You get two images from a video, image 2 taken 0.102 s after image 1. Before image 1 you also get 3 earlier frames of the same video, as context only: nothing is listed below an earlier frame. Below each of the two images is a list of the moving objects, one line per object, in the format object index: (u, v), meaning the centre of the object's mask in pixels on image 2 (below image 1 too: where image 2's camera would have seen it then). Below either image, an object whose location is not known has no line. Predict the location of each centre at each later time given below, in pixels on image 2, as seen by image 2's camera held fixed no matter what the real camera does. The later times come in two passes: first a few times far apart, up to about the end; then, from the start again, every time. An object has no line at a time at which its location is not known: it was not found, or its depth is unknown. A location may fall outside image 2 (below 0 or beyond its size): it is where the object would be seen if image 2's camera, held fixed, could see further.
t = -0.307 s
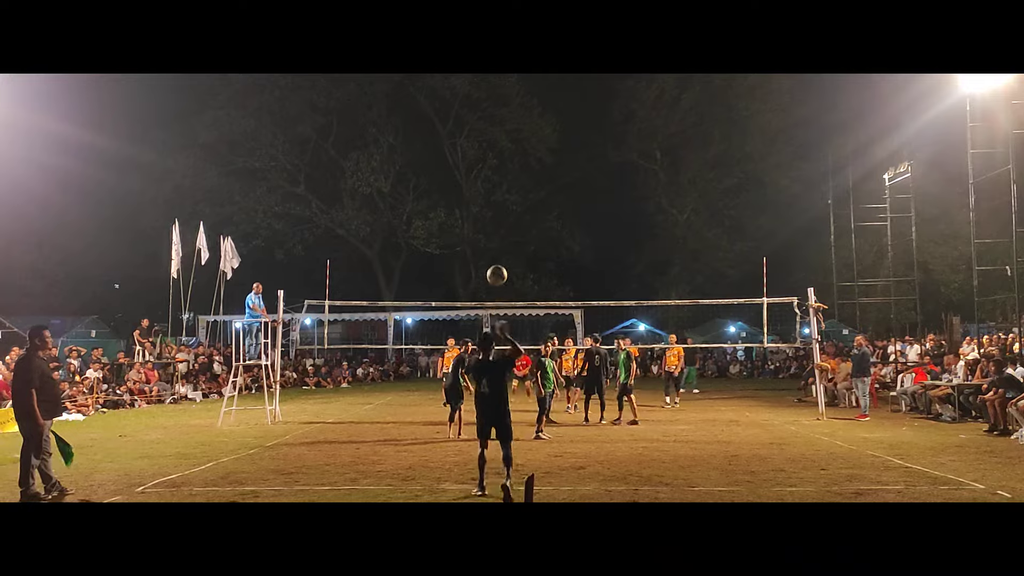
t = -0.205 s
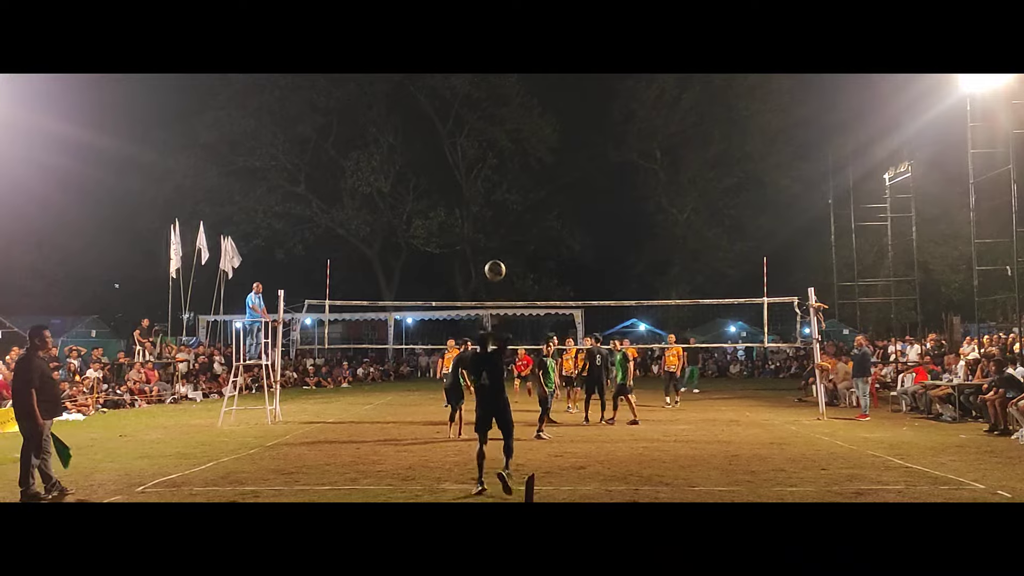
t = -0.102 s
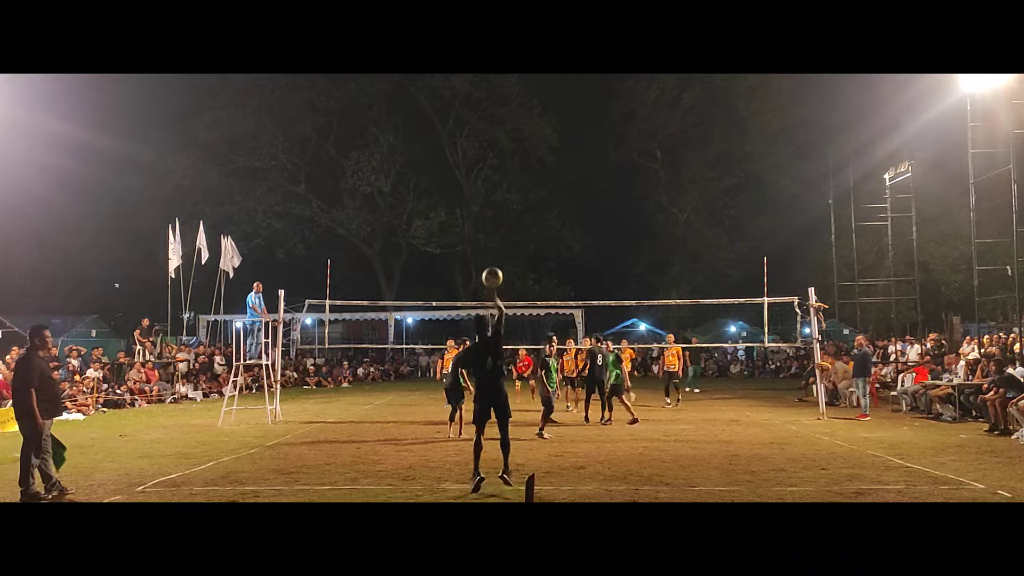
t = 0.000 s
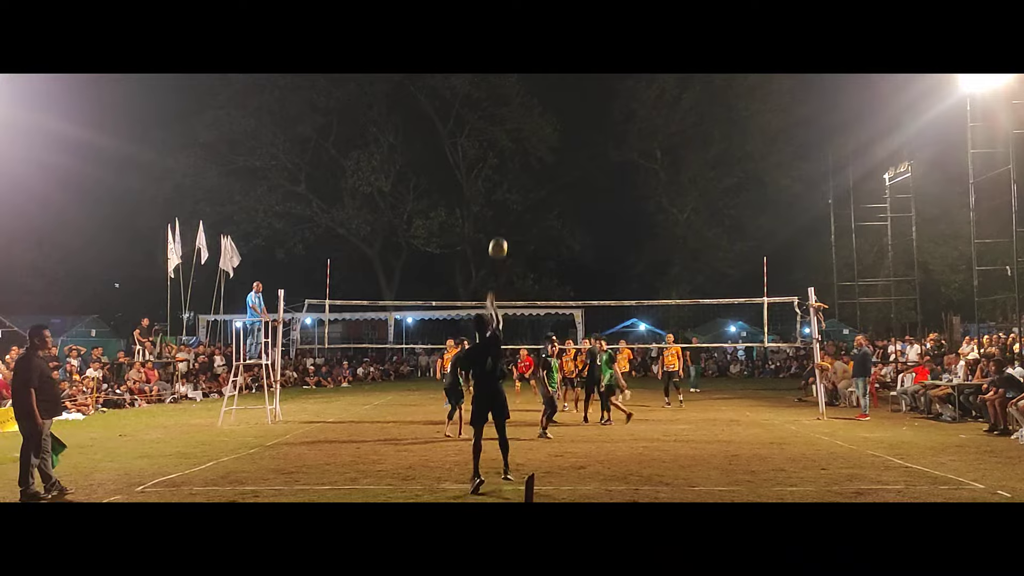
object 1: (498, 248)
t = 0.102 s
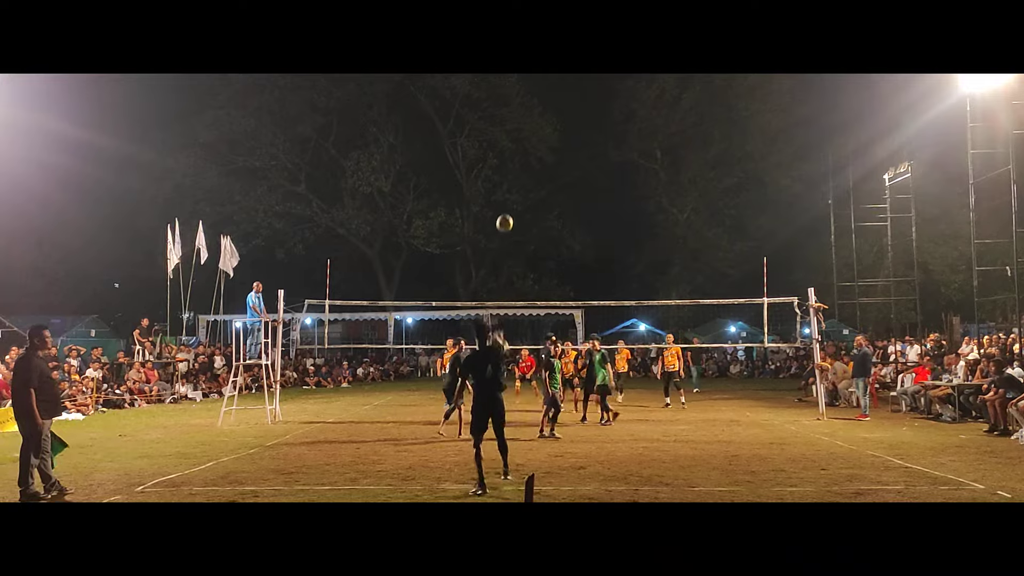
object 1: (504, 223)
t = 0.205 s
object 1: (510, 209)
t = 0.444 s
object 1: (517, 207)
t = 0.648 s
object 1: (519, 227)
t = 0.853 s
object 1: (521, 256)
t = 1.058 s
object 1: (523, 294)
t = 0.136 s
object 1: (506, 217)
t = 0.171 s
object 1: (508, 213)
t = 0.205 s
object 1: (510, 209)
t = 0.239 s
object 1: (511, 206)
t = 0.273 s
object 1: (512, 205)
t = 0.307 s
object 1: (514, 204)
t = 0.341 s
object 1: (515, 204)
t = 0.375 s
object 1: (515, 205)
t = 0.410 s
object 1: (516, 206)
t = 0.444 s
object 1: (517, 207)
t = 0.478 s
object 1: (517, 210)
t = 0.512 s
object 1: (518, 212)
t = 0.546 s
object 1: (518, 215)
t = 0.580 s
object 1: (519, 219)
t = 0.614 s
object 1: (519, 223)
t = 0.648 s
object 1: (519, 227)
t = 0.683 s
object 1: (520, 231)
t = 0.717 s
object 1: (520, 235)
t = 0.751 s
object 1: (520, 240)
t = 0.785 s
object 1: (521, 245)
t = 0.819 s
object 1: (521, 250)
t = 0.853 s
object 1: (521, 256)
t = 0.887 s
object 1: (522, 262)
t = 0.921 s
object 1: (522, 268)
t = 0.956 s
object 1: (523, 274)
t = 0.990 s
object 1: (523, 280)
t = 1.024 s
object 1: (523, 287)
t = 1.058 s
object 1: (523, 294)
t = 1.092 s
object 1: (523, 299)
